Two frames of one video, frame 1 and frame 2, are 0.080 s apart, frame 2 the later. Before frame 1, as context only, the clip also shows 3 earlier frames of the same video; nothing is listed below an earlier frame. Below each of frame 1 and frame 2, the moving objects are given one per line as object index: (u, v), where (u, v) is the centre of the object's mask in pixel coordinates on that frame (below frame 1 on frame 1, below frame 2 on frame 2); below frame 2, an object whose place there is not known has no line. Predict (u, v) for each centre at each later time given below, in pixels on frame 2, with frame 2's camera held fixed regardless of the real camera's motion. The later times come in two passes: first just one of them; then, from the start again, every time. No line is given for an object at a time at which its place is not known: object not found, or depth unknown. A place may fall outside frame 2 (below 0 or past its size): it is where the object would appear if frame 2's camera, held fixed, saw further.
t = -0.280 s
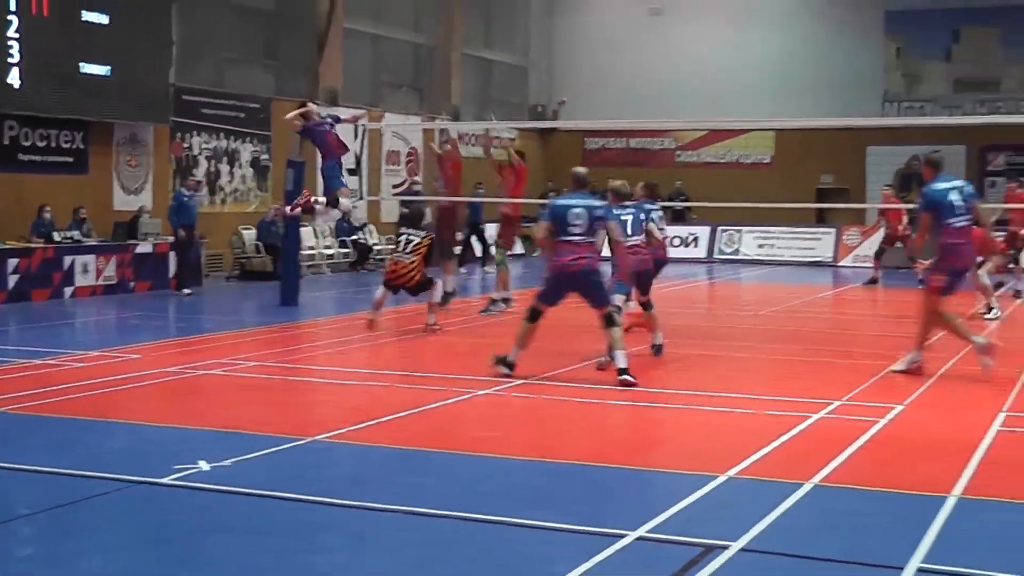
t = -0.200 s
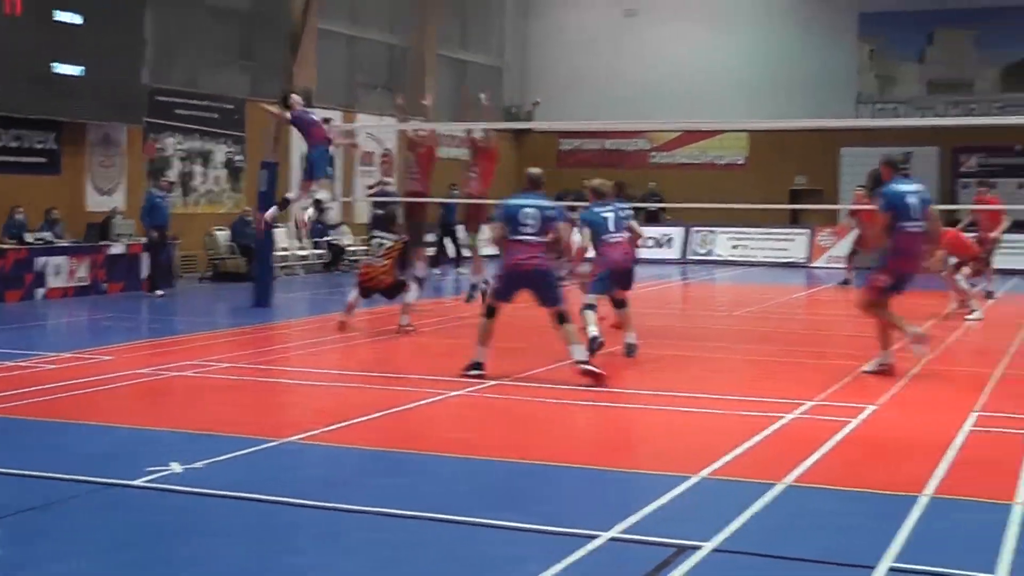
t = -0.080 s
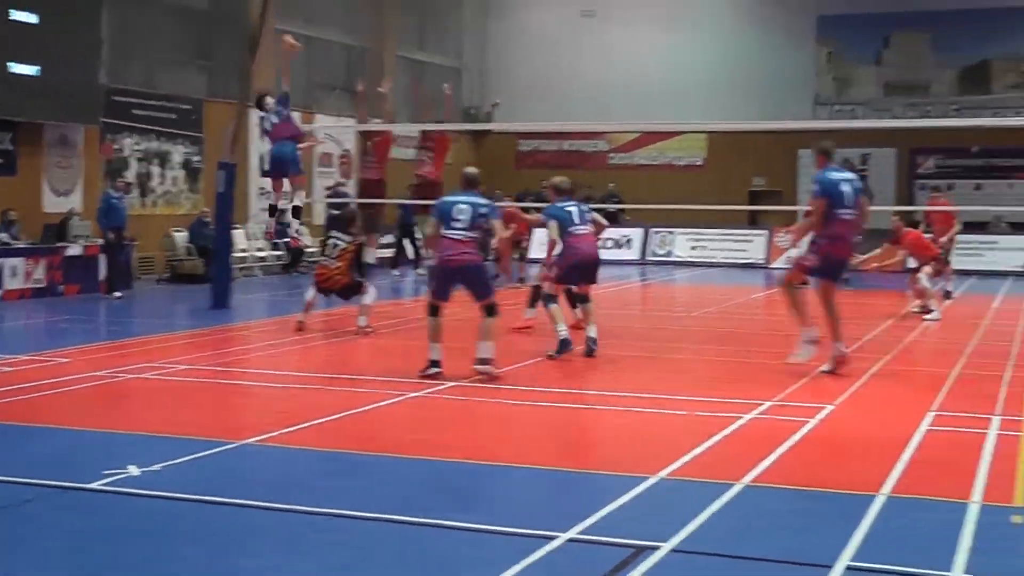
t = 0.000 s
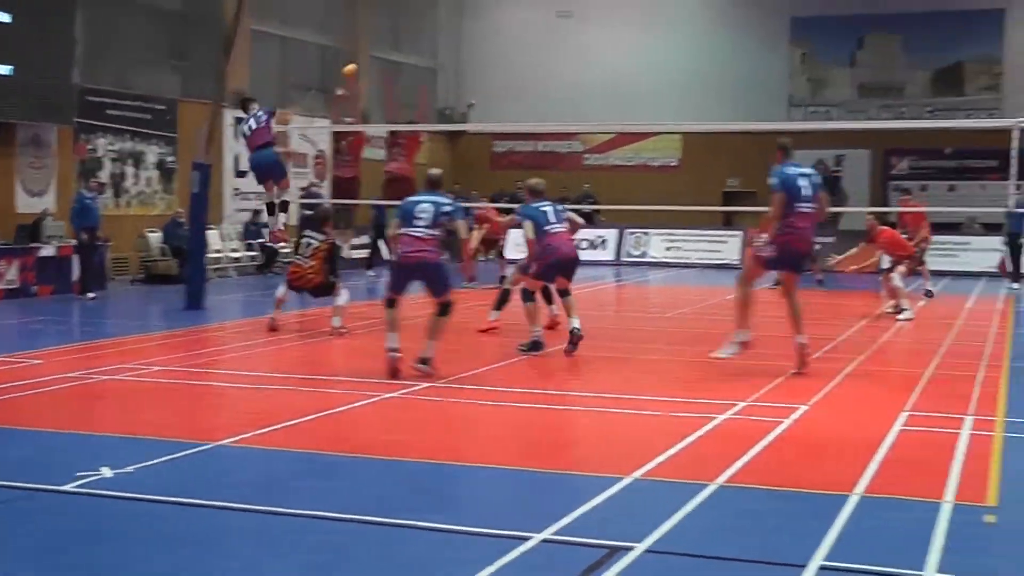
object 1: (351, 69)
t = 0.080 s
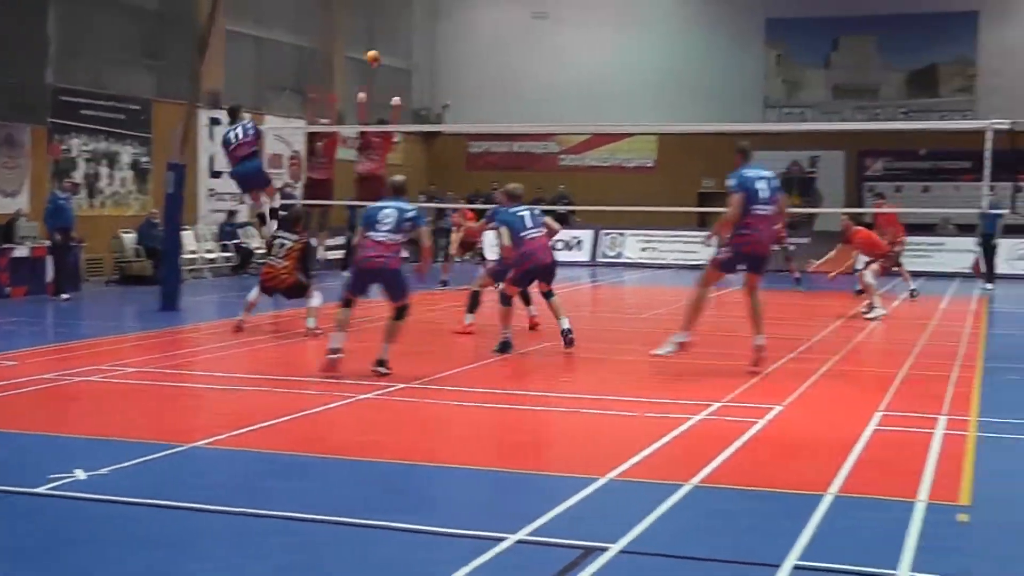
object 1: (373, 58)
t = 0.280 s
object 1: (469, 48)
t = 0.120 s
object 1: (394, 52)
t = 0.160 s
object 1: (413, 50)
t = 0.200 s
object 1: (432, 48)
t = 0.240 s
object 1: (450, 47)
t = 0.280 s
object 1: (469, 48)
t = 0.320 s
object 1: (486, 50)
